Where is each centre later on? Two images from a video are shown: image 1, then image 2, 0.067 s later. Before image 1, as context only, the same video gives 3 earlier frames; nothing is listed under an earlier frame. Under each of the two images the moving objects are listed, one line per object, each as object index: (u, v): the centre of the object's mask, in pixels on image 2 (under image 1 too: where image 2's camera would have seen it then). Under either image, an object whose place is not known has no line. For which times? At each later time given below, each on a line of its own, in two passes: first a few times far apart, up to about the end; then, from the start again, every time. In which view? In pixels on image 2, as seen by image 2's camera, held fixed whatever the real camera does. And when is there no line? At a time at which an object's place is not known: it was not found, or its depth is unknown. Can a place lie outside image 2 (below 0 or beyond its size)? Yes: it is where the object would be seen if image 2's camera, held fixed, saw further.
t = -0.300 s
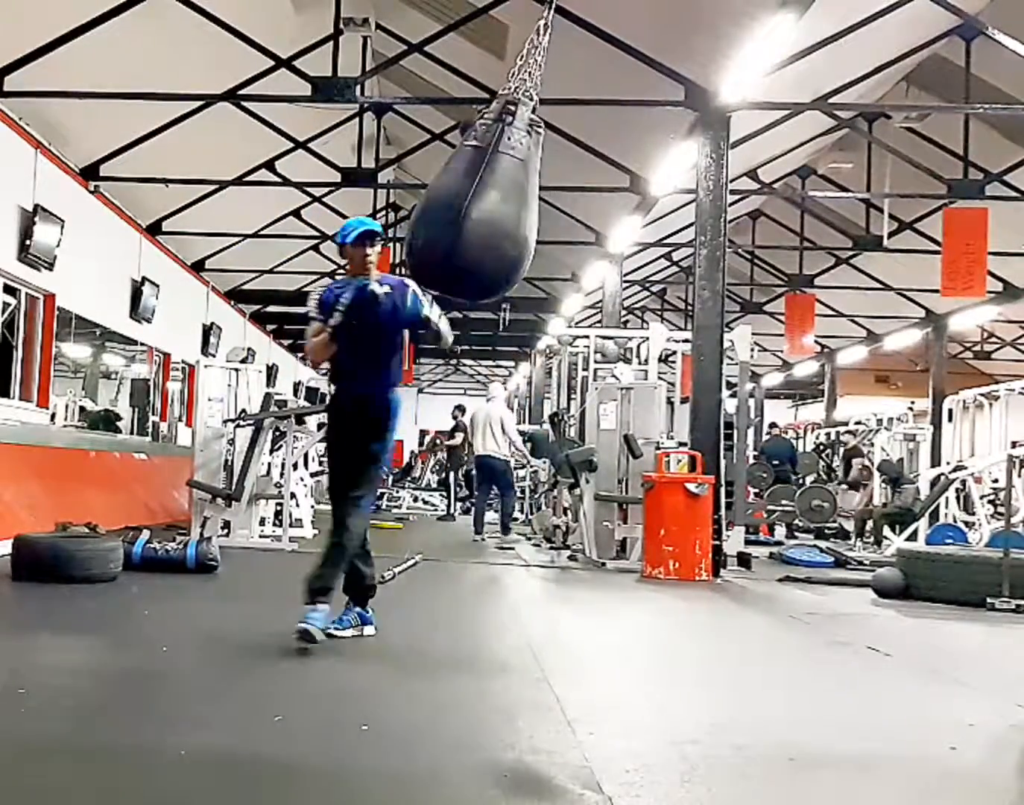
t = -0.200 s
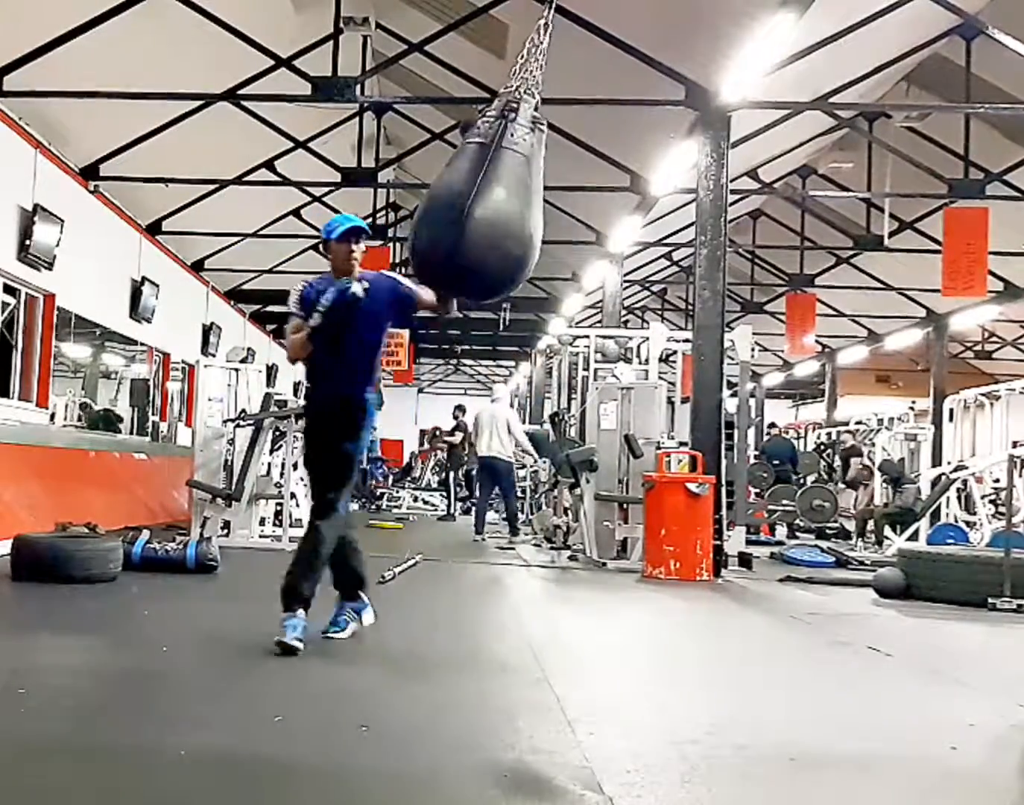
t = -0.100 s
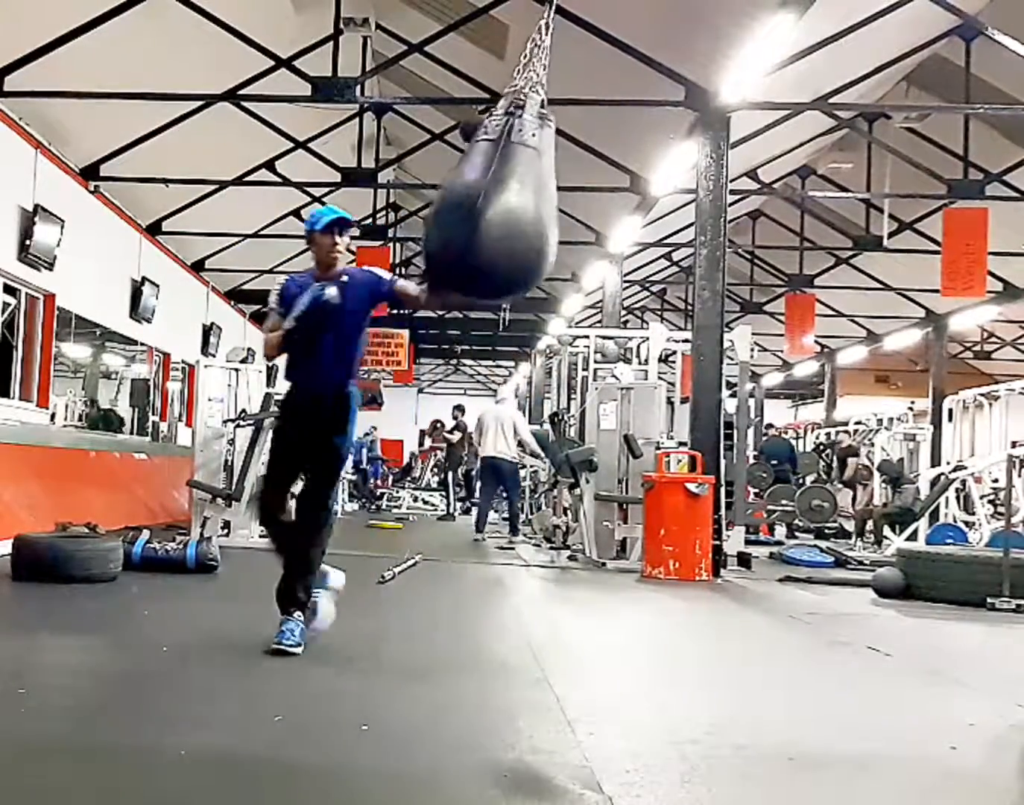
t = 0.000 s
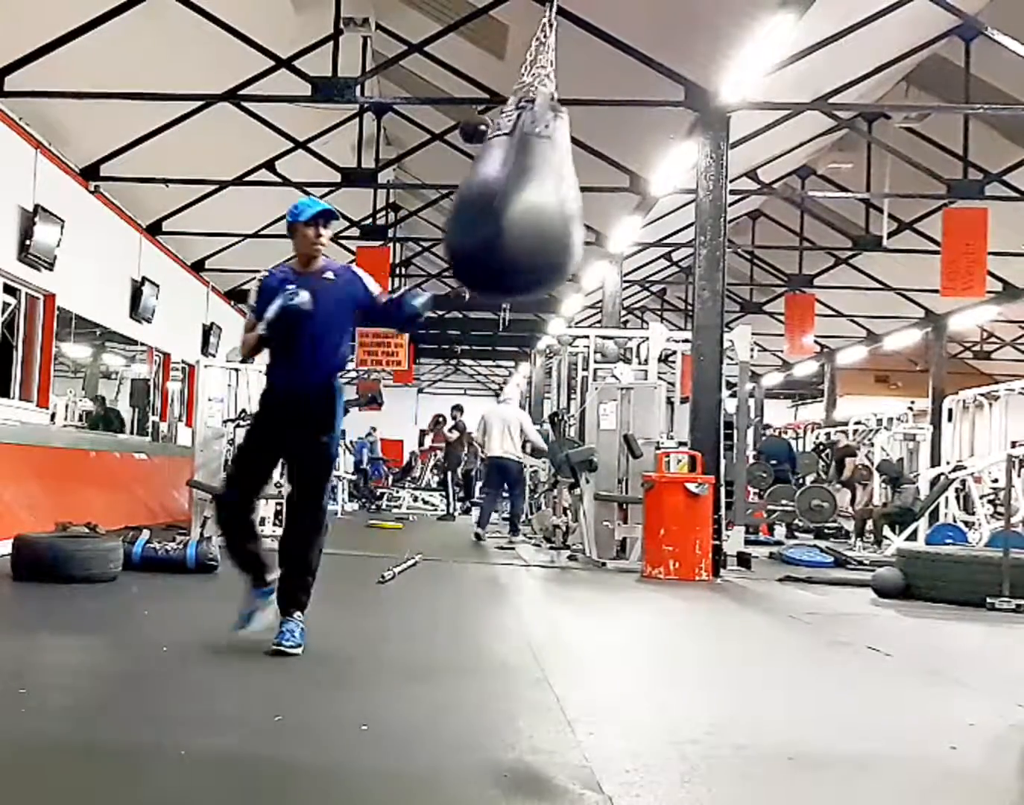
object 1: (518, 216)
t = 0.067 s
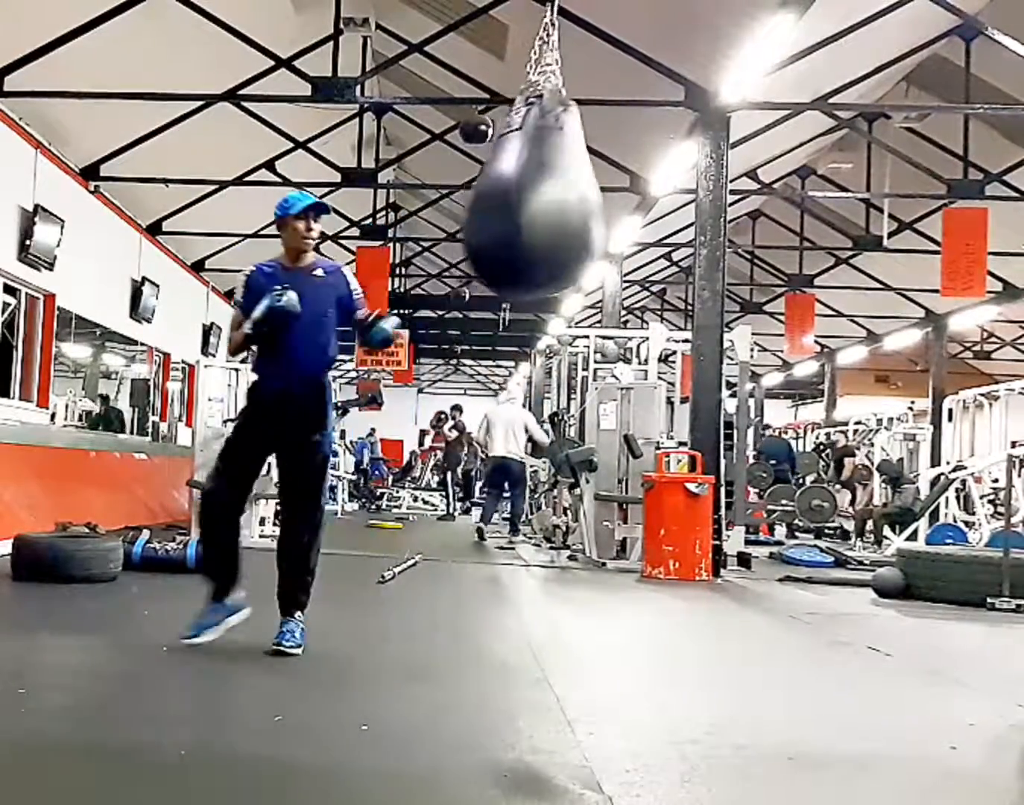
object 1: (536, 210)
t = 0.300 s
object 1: (599, 195)
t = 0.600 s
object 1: (631, 201)
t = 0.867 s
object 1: (590, 219)
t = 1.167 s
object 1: (514, 222)
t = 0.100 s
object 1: (544, 207)
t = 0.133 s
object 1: (554, 203)
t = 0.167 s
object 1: (565, 202)
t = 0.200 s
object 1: (574, 199)
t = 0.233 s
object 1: (583, 199)
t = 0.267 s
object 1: (591, 196)
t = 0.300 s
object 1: (599, 195)
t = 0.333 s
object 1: (606, 192)
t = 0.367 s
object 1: (612, 191)
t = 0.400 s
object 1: (617, 189)
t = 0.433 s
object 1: (623, 191)
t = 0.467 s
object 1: (627, 193)
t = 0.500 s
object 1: (629, 194)
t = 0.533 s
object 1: (631, 196)
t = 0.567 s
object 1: (631, 197)
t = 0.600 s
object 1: (631, 201)
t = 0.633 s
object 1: (629, 204)
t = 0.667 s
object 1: (626, 209)
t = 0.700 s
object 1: (622, 207)
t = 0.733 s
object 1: (617, 209)
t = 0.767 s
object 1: (611, 212)
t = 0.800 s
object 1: (605, 214)
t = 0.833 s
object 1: (598, 217)
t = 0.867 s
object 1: (590, 219)
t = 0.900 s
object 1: (582, 220)
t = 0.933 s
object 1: (573, 223)
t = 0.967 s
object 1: (564, 223)
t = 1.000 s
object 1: (556, 223)
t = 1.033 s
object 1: (546, 223)
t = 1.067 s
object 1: (537, 222)
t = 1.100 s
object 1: (530, 224)
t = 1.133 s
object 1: (521, 223)
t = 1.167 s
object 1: (514, 222)
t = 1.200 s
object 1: (507, 221)
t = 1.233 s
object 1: (499, 221)
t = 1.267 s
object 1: (494, 218)
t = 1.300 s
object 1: (488, 222)
